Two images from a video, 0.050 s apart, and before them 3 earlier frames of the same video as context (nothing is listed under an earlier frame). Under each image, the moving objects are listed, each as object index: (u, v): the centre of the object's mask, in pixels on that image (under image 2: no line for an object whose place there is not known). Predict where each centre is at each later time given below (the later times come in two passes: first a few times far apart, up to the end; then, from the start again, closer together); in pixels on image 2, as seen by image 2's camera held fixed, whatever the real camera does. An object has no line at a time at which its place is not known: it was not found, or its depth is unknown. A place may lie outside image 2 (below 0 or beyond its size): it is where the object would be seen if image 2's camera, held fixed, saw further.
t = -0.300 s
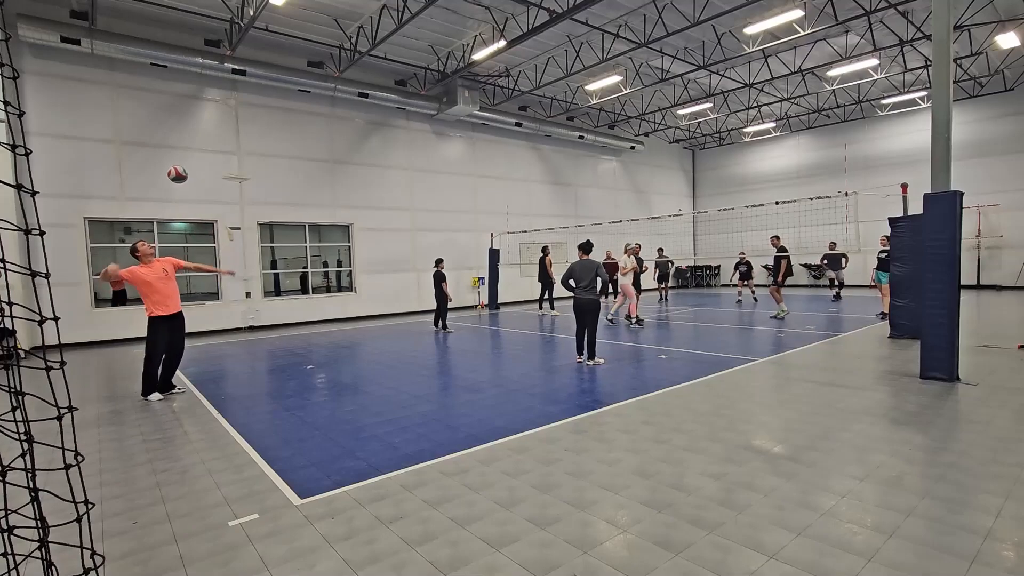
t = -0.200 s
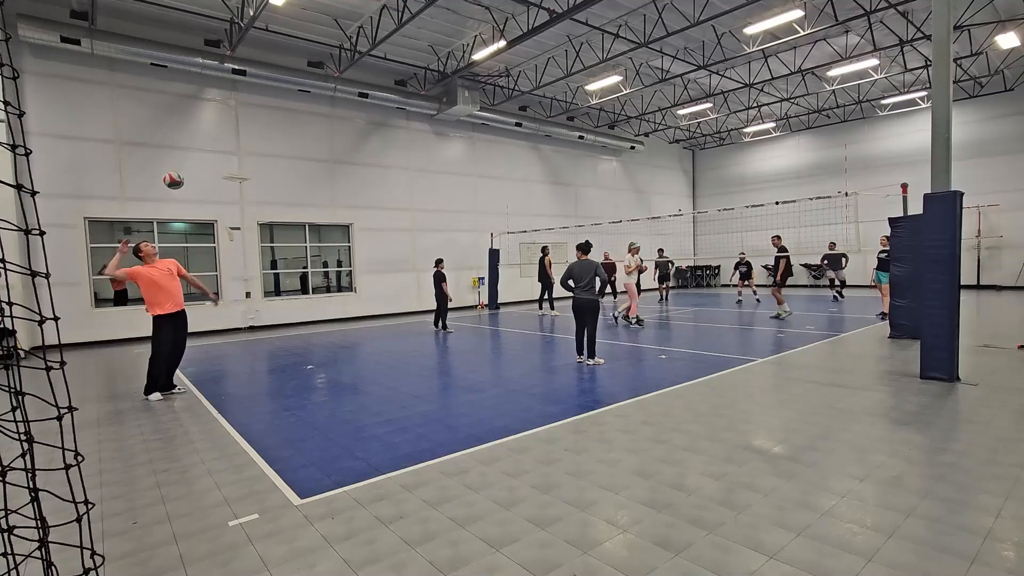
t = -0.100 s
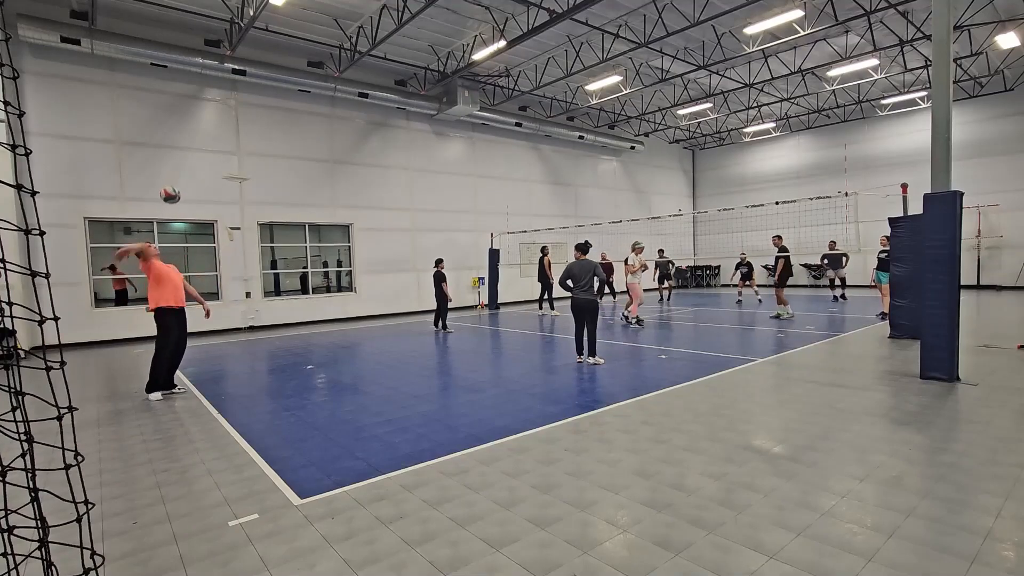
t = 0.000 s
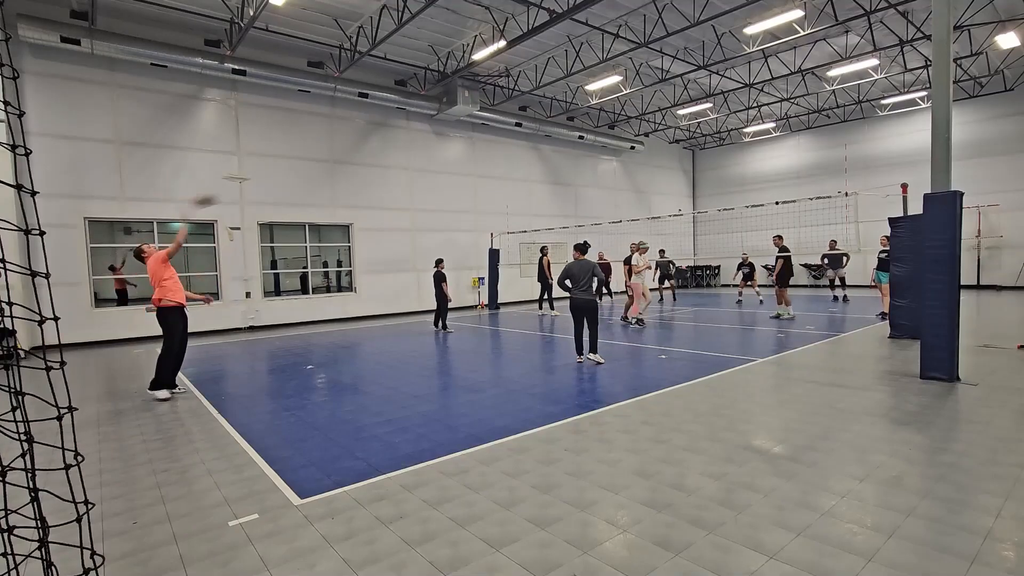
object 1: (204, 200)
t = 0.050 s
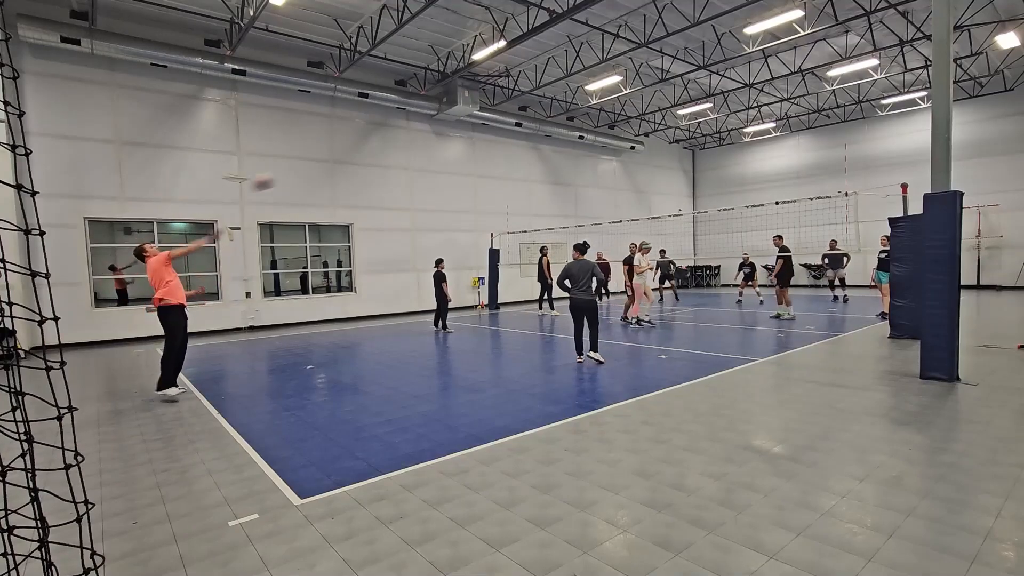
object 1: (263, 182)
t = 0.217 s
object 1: (414, 147)
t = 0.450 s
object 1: (554, 141)
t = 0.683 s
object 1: (644, 166)
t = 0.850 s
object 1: (690, 194)
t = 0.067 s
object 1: (280, 177)
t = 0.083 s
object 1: (298, 172)
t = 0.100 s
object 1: (314, 168)
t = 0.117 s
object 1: (330, 164)
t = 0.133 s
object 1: (345, 160)
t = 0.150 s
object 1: (359, 157)
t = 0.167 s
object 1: (374, 154)
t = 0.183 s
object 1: (388, 151)
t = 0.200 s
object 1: (401, 149)
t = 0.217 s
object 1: (414, 147)
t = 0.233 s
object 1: (426, 144)
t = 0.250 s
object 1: (438, 143)
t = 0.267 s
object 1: (449, 141)
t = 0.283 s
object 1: (460, 140)
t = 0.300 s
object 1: (471, 139)
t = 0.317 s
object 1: (482, 139)
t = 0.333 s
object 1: (492, 138)
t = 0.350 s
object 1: (502, 138)
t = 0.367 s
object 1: (511, 138)
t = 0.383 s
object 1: (520, 138)
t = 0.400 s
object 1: (530, 139)
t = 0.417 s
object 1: (538, 139)
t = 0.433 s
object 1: (546, 140)
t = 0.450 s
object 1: (554, 141)
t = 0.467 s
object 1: (562, 142)
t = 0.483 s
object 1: (569, 143)
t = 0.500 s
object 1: (576, 144)
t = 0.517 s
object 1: (583, 146)
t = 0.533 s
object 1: (590, 147)
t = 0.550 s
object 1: (597, 148)
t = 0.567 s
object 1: (603, 150)
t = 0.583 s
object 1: (610, 152)
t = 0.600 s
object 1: (615, 155)
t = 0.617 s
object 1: (621, 156)
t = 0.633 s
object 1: (627, 159)
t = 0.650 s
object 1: (633, 161)
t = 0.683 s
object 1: (644, 166)
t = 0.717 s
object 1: (654, 171)
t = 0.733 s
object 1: (659, 174)
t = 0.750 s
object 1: (663, 177)
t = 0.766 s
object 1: (669, 180)
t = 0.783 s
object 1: (673, 183)
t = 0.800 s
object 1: (678, 187)
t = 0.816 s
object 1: (682, 189)
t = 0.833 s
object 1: (686, 192)
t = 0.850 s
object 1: (690, 194)
